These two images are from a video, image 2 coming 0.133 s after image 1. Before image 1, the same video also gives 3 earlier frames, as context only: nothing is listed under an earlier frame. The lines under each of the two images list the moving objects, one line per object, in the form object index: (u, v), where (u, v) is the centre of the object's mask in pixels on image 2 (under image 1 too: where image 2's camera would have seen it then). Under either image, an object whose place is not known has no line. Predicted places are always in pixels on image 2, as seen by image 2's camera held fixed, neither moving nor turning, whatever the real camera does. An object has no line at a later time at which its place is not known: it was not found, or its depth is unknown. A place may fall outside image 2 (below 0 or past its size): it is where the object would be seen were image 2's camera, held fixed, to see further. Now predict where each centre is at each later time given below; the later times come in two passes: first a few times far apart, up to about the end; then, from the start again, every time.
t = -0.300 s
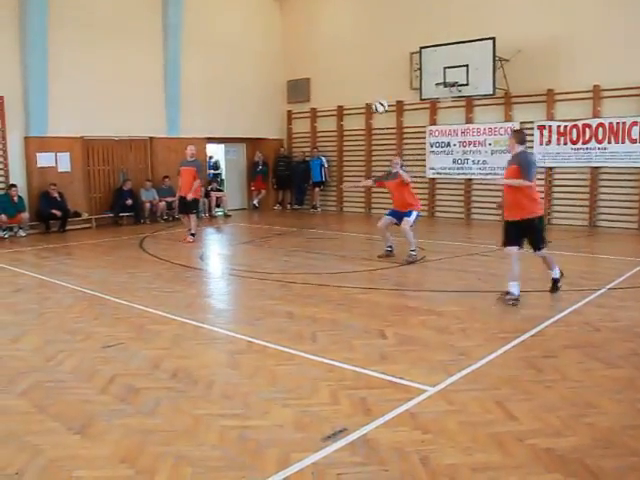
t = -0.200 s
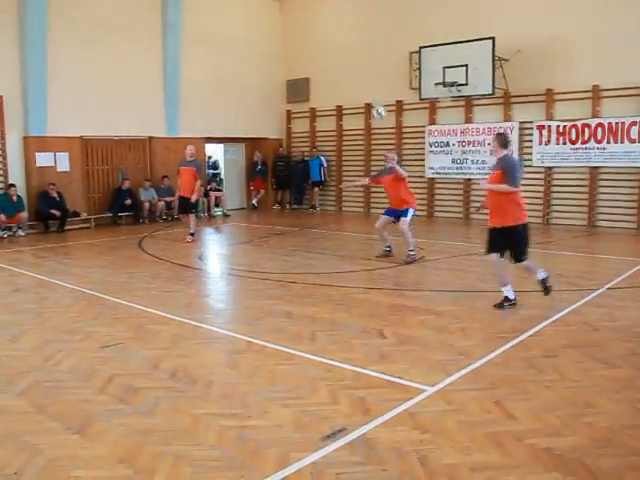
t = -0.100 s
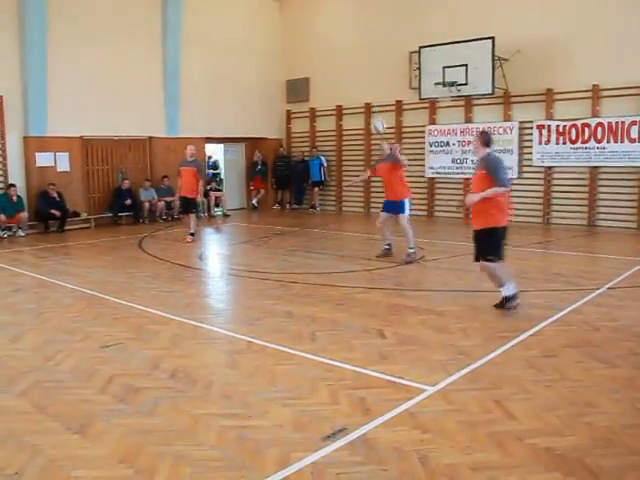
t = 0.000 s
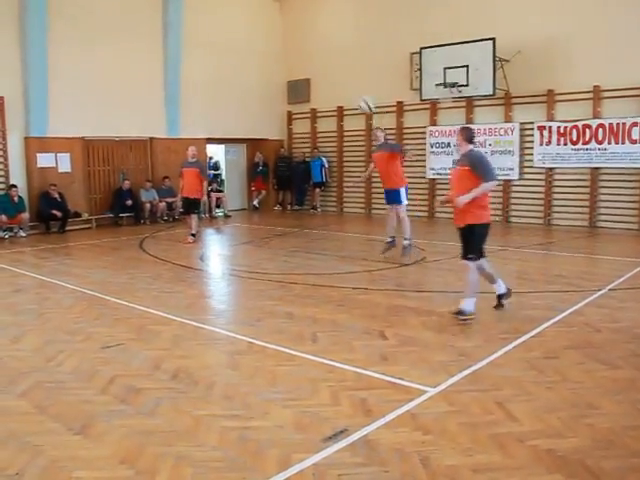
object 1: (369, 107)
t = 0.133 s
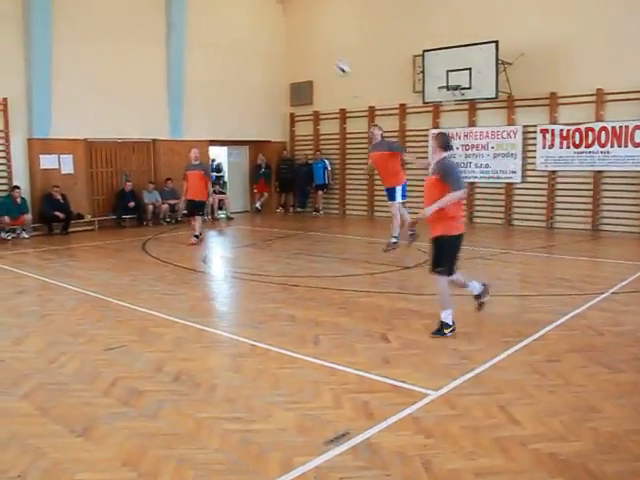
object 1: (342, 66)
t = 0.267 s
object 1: (314, 38)
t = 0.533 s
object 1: (259, 19)
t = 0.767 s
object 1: (211, 49)
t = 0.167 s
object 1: (335, 59)
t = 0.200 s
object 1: (330, 51)
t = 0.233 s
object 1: (322, 44)
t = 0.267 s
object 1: (314, 38)
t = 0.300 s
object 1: (307, 33)
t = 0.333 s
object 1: (301, 29)
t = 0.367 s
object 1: (294, 26)
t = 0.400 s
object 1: (287, 22)
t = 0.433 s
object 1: (280, 20)
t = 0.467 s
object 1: (272, 19)
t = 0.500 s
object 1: (266, 19)
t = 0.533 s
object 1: (259, 19)
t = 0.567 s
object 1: (252, 21)
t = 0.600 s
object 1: (245, 22)
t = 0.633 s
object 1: (239, 25)
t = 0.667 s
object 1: (231, 30)
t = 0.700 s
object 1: (224, 35)
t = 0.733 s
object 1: (217, 40)
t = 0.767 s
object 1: (211, 49)
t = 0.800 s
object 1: (203, 55)
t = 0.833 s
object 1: (198, 66)
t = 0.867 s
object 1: (191, 76)
